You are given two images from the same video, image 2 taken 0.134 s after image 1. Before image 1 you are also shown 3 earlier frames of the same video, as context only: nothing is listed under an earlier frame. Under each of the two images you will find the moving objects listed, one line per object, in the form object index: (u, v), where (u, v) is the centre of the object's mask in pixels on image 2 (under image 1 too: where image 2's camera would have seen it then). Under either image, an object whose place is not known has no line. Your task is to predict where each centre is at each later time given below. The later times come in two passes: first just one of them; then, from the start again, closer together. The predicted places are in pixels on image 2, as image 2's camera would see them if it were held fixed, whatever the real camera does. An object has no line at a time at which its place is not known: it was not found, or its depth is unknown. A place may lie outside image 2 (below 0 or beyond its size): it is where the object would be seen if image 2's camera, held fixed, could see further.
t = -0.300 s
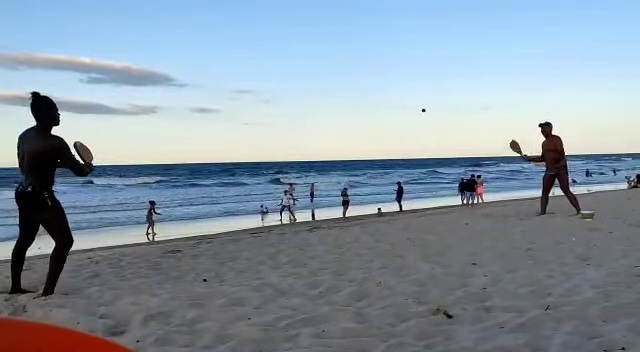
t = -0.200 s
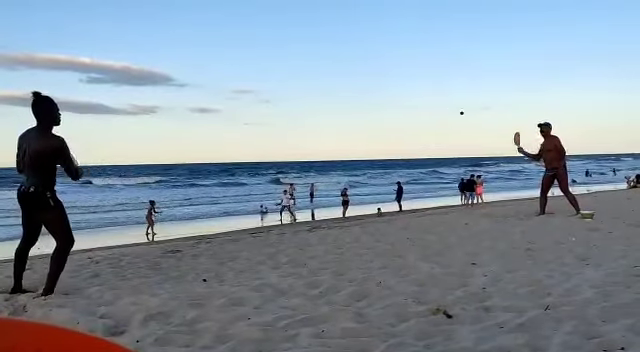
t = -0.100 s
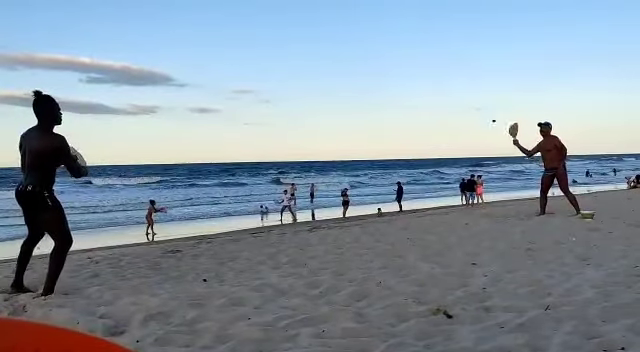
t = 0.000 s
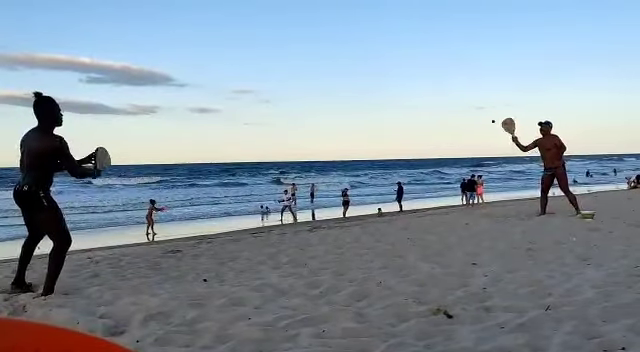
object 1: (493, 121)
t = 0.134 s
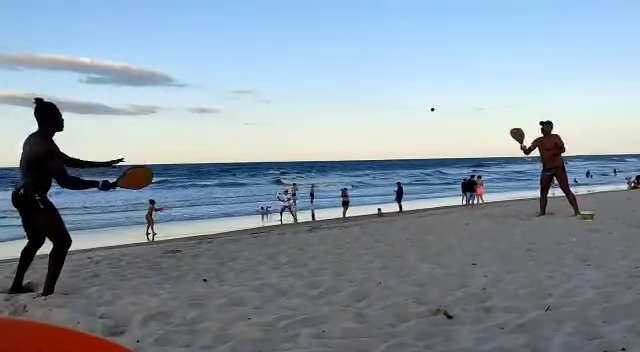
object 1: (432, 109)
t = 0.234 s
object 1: (373, 106)
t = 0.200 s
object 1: (394, 106)
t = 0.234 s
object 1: (373, 106)
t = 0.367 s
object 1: (265, 115)
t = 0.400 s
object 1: (231, 120)
